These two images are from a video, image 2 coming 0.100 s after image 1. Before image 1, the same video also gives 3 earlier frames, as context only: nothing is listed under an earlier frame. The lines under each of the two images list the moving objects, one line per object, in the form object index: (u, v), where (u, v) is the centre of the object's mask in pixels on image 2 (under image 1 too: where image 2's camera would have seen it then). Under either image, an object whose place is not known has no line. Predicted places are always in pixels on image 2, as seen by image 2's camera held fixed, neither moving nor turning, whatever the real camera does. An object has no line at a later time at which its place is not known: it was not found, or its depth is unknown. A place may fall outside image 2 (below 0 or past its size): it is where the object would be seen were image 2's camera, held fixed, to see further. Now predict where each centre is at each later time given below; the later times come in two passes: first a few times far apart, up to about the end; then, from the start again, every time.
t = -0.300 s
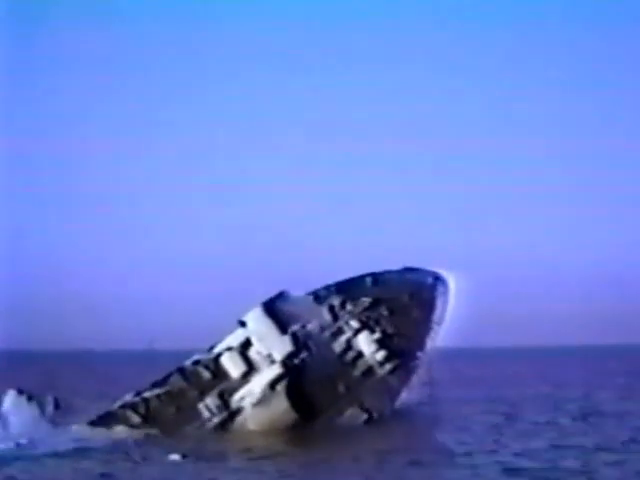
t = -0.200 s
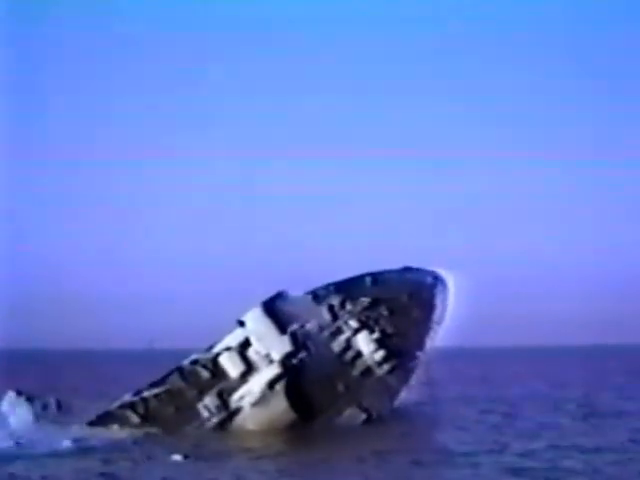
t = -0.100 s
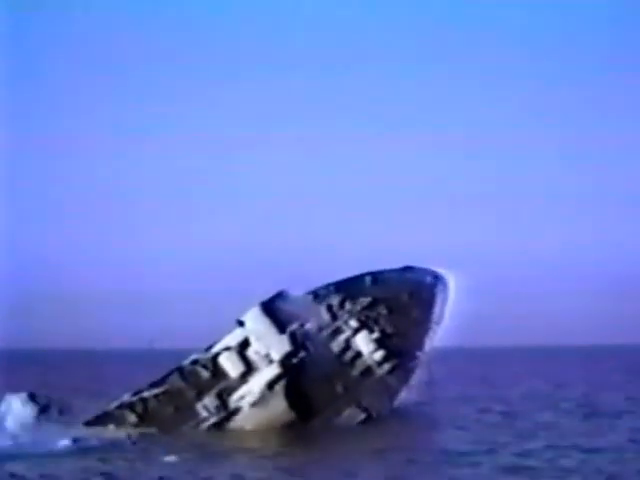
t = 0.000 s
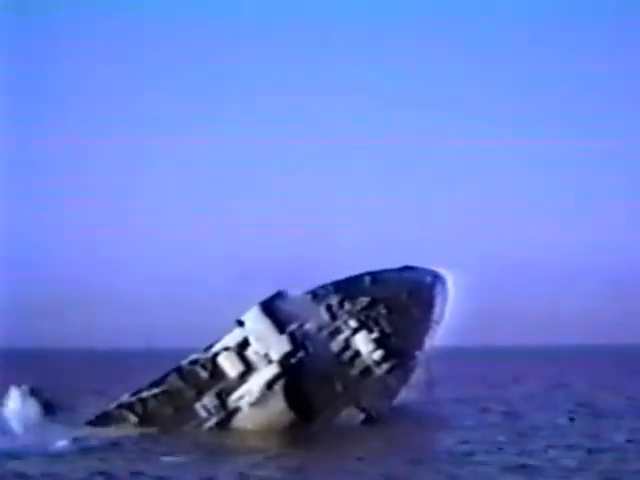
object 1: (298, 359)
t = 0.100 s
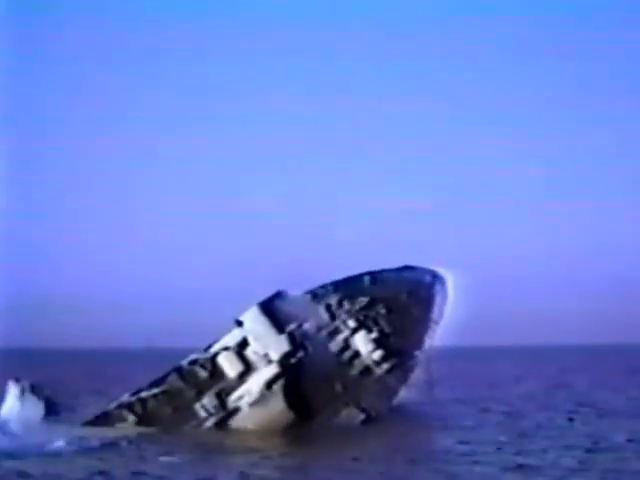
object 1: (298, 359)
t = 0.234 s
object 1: (299, 359)
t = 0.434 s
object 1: (299, 358)
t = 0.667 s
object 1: (302, 356)
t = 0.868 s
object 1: (303, 355)
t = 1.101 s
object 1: (303, 354)
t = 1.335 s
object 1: (305, 353)
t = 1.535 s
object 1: (305, 352)
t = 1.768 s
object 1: (305, 353)
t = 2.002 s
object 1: (306, 352)
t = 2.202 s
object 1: (306, 351)
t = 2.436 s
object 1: (308, 348)
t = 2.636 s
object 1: (308, 347)
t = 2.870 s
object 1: (309, 346)
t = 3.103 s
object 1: (310, 343)
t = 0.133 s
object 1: (299, 358)
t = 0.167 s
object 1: (299, 359)
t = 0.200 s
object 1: (298, 359)
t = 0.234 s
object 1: (299, 359)
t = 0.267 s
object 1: (299, 359)
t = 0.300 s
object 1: (299, 358)
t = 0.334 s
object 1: (299, 358)
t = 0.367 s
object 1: (299, 359)
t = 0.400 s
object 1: (299, 358)
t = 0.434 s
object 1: (299, 358)
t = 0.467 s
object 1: (299, 358)
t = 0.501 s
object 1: (299, 358)
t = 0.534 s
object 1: (301, 356)
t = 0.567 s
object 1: (302, 356)
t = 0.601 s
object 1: (302, 356)
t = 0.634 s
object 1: (302, 356)
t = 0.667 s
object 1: (302, 356)
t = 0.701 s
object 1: (303, 355)
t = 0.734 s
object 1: (303, 356)
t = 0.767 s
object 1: (303, 356)
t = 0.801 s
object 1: (303, 355)
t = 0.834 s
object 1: (303, 355)
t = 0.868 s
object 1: (303, 355)
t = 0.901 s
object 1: (303, 355)
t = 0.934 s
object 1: (303, 355)
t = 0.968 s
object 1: (303, 355)
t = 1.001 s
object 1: (303, 355)
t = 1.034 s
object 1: (303, 354)
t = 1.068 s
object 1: (304, 354)
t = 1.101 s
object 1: (303, 354)
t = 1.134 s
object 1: (303, 354)
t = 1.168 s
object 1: (304, 354)
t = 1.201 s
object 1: (304, 354)
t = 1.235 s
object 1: (304, 354)
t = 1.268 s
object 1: (304, 355)
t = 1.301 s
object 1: (304, 354)
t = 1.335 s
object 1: (305, 353)
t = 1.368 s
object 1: (304, 354)
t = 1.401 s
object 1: (305, 353)
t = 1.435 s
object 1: (305, 353)
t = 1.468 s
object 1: (305, 353)
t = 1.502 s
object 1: (305, 353)
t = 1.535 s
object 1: (305, 352)
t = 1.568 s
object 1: (305, 352)
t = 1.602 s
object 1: (305, 352)
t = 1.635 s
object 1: (306, 352)
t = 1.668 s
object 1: (306, 352)
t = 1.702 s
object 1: (306, 352)
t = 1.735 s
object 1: (306, 352)
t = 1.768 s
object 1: (305, 353)
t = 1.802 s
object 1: (305, 353)
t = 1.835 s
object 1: (305, 352)
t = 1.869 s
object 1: (306, 353)
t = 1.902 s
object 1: (305, 352)
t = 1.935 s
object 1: (306, 352)
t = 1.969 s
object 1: (306, 352)
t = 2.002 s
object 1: (306, 352)
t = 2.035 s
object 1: (305, 352)
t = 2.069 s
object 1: (306, 351)
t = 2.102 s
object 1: (306, 351)
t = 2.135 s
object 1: (306, 350)
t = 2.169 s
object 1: (306, 350)
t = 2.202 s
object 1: (306, 351)
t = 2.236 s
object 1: (306, 350)
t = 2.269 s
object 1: (306, 350)
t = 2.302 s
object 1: (306, 349)
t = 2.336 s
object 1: (307, 349)
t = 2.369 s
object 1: (307, 349)
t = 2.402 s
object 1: (307, 348)
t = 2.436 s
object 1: (308, 348)
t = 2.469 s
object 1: (308, 348)
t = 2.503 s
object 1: (308, 348)
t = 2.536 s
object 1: (308, 348)
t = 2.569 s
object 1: (307, 348)
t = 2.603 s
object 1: (308, 347)
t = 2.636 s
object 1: (308, 347)
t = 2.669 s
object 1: (308, 347)
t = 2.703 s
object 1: (308, 346)
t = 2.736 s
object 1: (308, 346)
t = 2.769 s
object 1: (308, 346)
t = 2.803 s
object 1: (309, 346)
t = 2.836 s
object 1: (309, 346)
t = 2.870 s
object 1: (309, 346)
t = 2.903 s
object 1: (309, 345)
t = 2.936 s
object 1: (309, 345)
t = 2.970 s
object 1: (309, 345)
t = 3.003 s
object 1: (310, 344)
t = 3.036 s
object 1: (310, 344)
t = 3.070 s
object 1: (309, 344)
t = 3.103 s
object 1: (310, 343)
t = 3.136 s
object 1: (310, 343)
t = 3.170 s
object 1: (310, 343)
